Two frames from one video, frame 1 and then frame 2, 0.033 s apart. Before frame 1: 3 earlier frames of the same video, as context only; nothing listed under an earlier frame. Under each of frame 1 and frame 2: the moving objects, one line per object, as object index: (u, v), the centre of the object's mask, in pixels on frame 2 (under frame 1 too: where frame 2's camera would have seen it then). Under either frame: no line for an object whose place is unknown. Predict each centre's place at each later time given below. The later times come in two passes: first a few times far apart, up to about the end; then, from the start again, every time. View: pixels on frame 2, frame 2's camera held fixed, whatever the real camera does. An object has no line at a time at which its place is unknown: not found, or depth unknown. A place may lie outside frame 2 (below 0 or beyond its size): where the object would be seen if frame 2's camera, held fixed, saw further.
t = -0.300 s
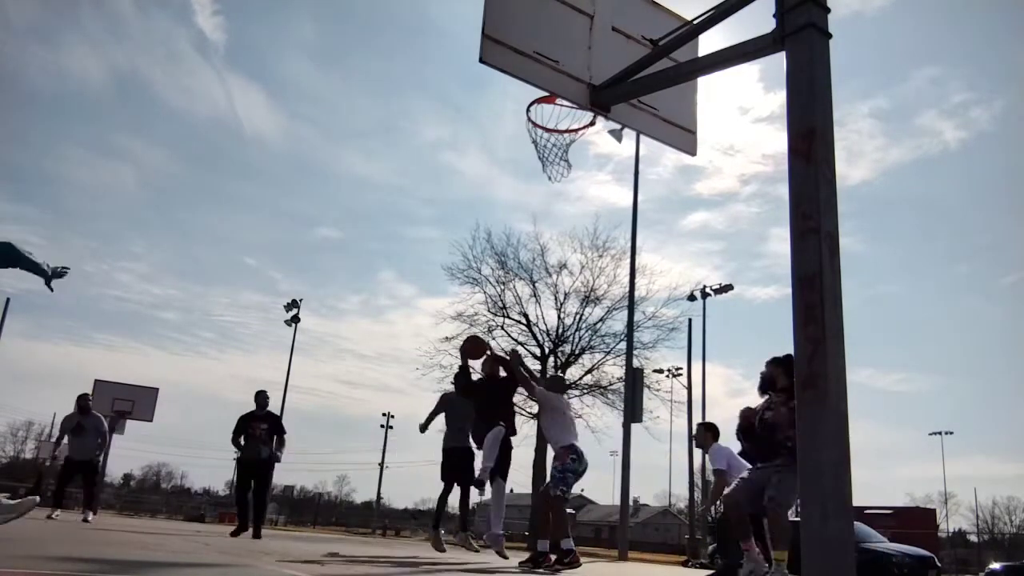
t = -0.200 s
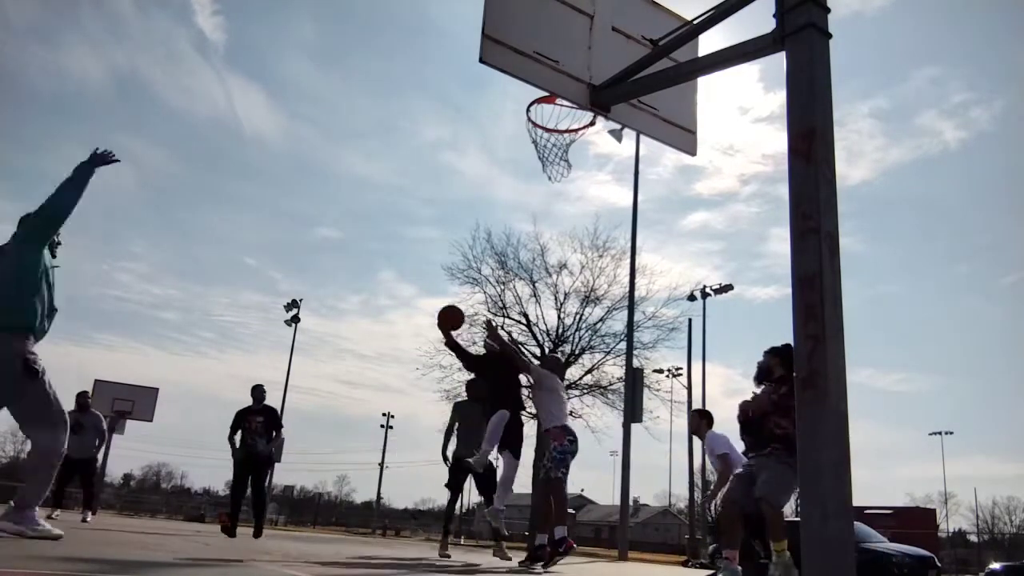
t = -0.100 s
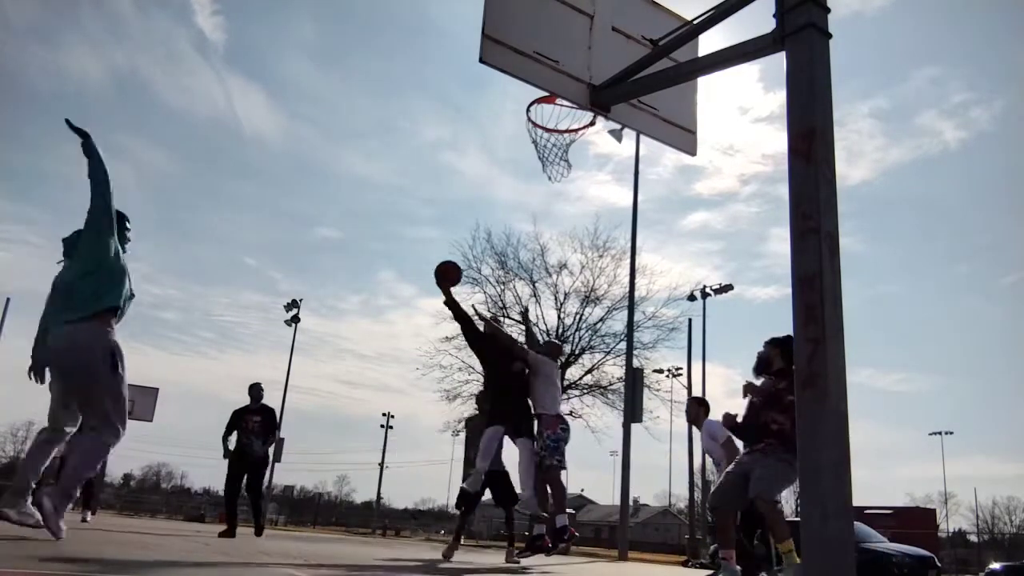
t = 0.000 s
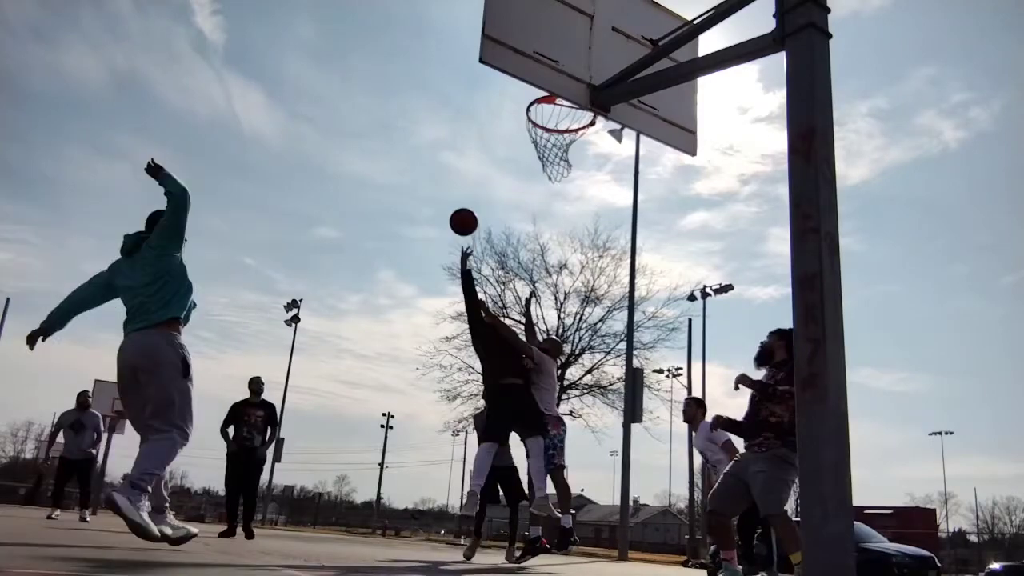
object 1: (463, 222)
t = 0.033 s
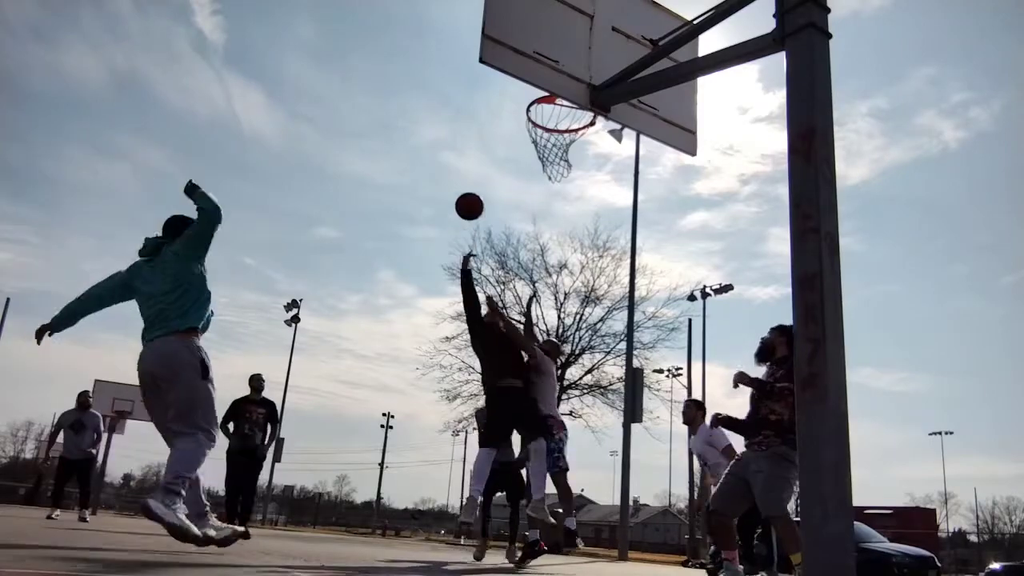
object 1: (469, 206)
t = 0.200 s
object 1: (498, 143)
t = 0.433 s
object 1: (536, 100)
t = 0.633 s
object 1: (564, 111)
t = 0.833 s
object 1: (546, 119)
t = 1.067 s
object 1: (571, 168)
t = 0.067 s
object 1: (475, 191)
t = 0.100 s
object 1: (480, 178)
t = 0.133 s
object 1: (486, 165)
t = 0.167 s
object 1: (492, 153)
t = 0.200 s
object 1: (498, 143)
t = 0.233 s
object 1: (503, 133)
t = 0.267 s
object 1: (509, 125)
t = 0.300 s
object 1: (514, 117)
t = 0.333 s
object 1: (520, 111)
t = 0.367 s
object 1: (525, 105)
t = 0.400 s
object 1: (531, 101)
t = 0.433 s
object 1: (536, 100)
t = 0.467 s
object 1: (541, 100)
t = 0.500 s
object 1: (547, 100)
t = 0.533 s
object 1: (552, 102)
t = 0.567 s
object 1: (560, 106)
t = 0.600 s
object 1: (563, 109)
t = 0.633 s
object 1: (564, 111)
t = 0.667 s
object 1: (566, 117)
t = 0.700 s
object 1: (565, 121)
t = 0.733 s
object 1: (559, 118)
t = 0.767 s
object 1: (553, 117)
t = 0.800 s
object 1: (547, 117)
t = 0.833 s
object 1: (546, 119)
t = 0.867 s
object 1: (549, 124)
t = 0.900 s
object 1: (553, 130)
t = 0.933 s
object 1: (557, 137)
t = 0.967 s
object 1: (561, 144)
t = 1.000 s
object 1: (564, 150)
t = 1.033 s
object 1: (568, 158)
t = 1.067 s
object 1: (571, 168)
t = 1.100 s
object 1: (574, 179)
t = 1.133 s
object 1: (578, 192)
